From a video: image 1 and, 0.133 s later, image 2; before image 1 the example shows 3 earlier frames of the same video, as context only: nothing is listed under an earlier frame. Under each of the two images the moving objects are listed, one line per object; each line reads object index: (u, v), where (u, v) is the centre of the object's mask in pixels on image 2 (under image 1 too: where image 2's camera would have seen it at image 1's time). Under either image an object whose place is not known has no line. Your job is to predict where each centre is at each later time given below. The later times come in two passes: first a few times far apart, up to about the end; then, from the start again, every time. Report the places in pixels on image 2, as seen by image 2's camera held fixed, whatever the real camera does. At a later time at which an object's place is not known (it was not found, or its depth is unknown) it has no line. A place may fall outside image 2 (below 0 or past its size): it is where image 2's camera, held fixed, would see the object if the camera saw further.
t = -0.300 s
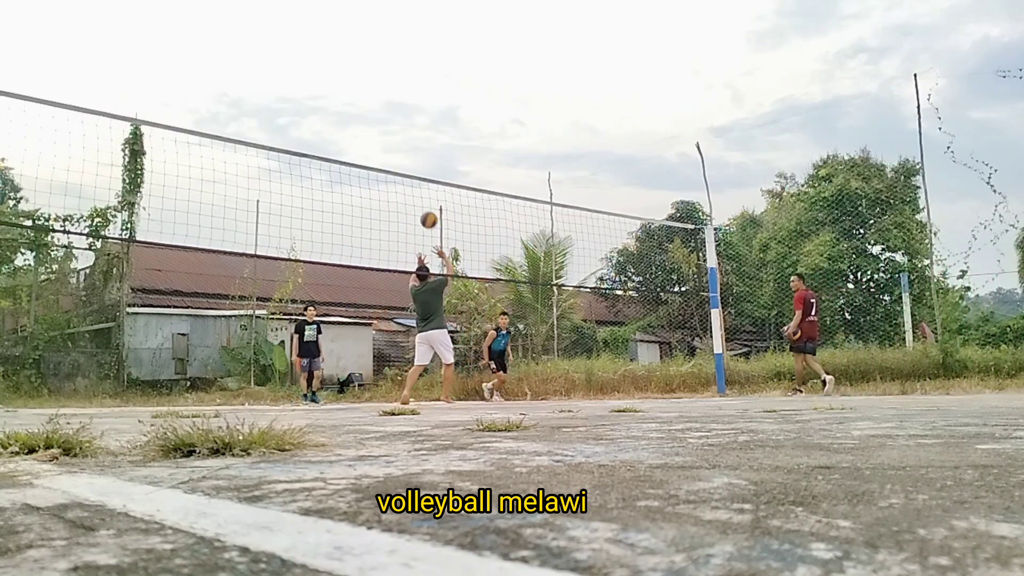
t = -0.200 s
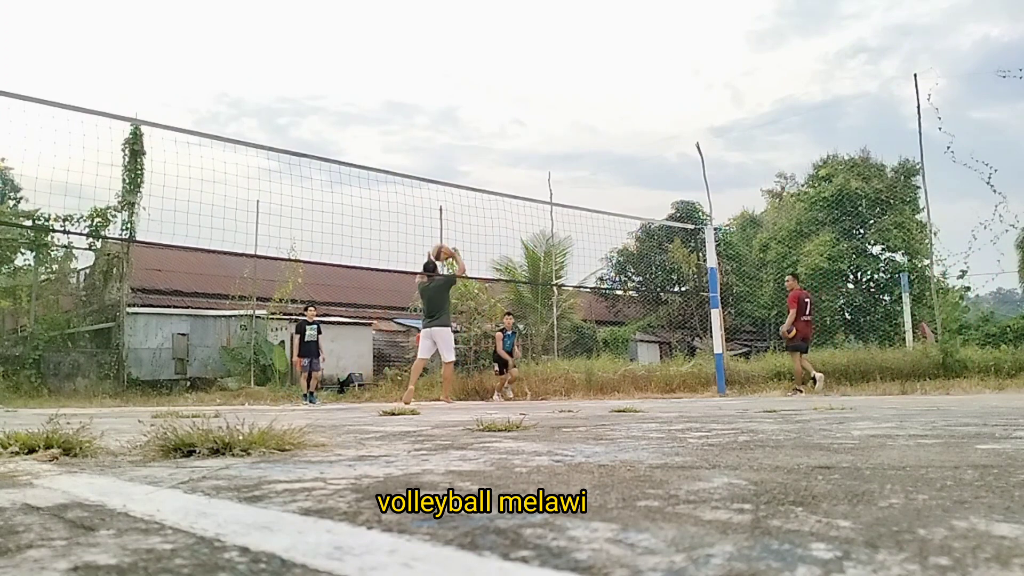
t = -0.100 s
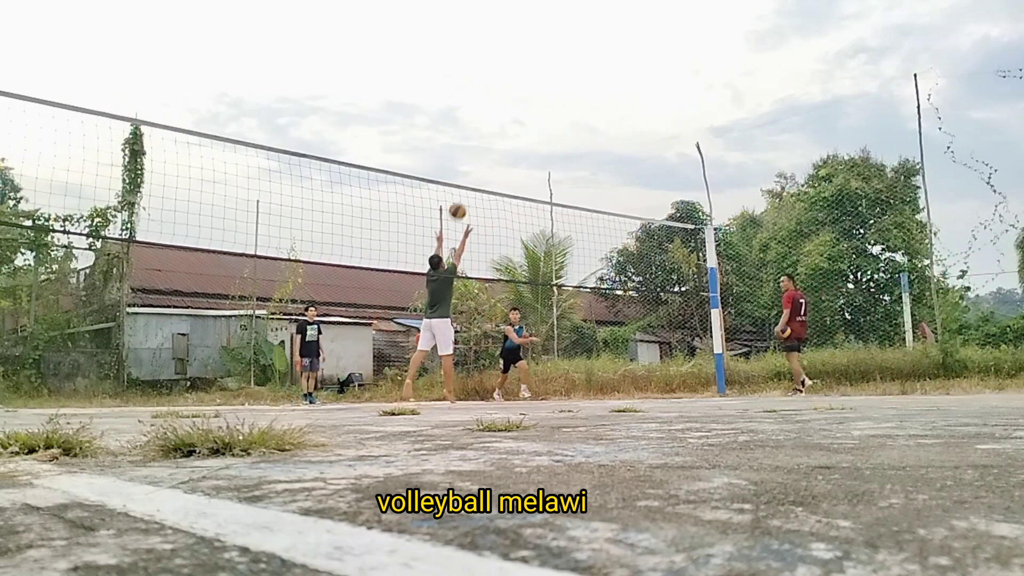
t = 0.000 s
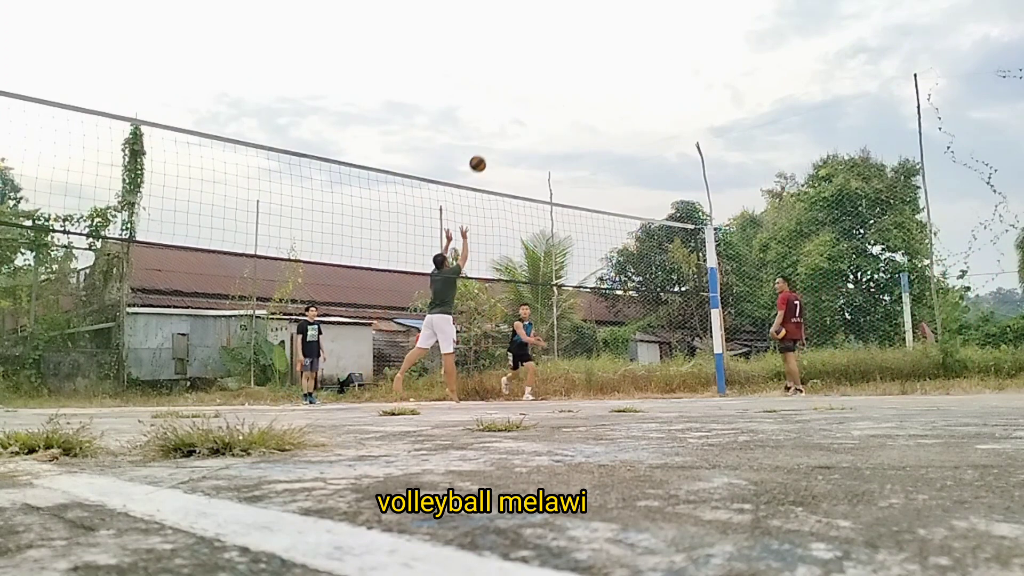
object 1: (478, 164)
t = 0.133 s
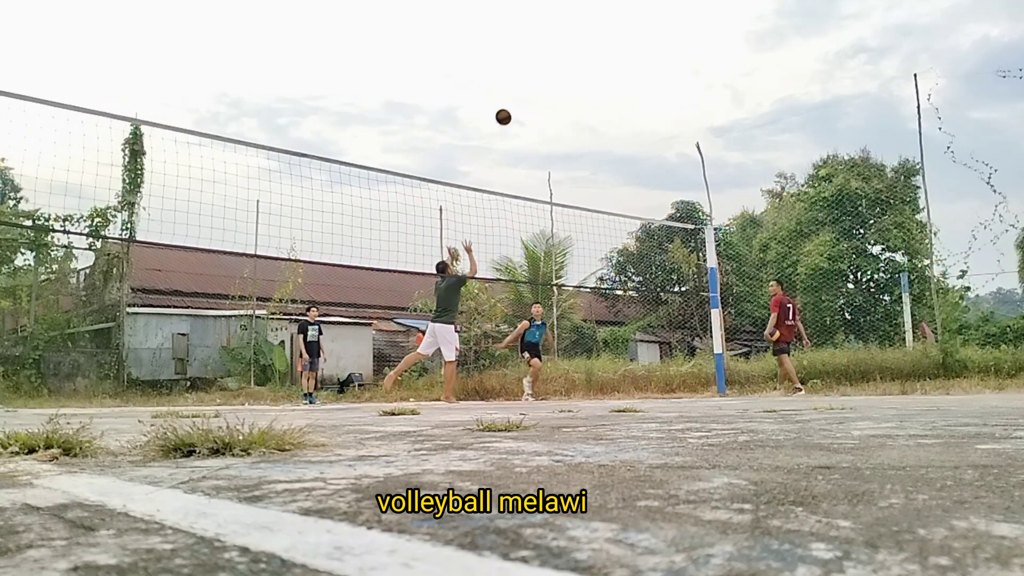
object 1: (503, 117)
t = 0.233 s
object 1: (521, 93)
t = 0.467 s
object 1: (561, 68)
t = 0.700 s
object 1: (598, 83)
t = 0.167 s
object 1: (509, 108)
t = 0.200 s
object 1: (515, 100)
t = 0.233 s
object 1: (521, 93)
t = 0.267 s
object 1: (527, 86)
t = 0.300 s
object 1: (533, 81)
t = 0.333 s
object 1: (539, 77)
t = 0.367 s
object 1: (544, 73)
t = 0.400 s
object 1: (550, 71)
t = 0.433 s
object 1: (555, 69)
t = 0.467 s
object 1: (561, 68)
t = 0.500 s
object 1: (566, 68)
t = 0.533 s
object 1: (572, 69)
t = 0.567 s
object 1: (577, 70)
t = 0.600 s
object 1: (582, 72)
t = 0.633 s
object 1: (587, 75)
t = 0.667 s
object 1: (593, 78)
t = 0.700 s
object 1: (598, 83)
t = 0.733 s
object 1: (603, 88)
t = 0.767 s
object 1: (608, 94)
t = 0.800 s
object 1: (612, 100)
